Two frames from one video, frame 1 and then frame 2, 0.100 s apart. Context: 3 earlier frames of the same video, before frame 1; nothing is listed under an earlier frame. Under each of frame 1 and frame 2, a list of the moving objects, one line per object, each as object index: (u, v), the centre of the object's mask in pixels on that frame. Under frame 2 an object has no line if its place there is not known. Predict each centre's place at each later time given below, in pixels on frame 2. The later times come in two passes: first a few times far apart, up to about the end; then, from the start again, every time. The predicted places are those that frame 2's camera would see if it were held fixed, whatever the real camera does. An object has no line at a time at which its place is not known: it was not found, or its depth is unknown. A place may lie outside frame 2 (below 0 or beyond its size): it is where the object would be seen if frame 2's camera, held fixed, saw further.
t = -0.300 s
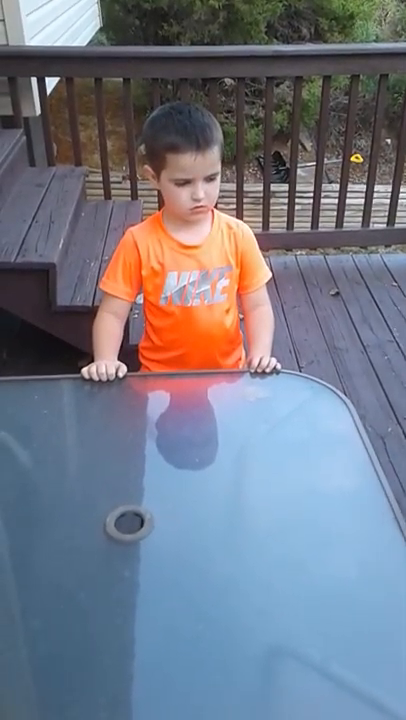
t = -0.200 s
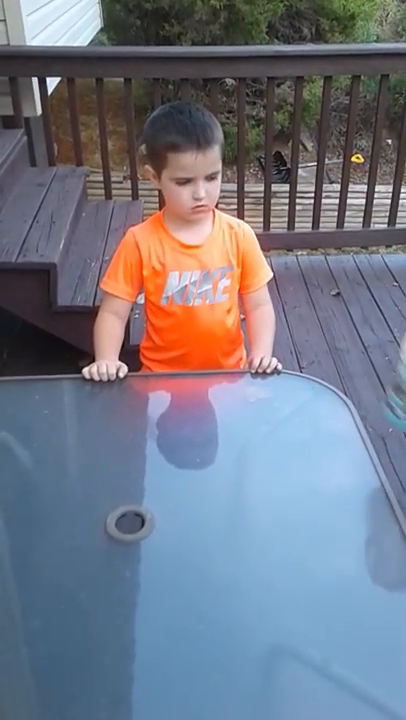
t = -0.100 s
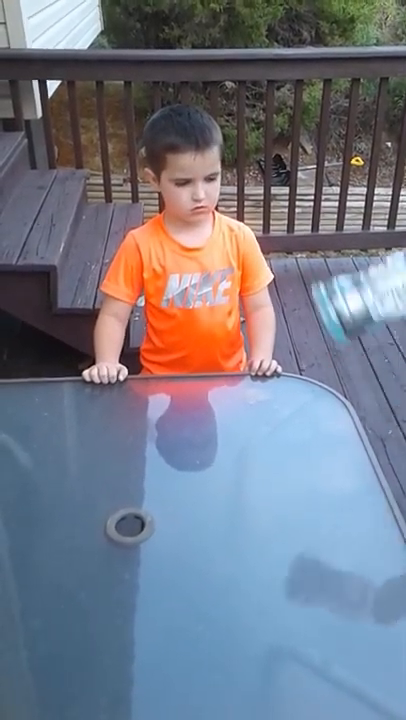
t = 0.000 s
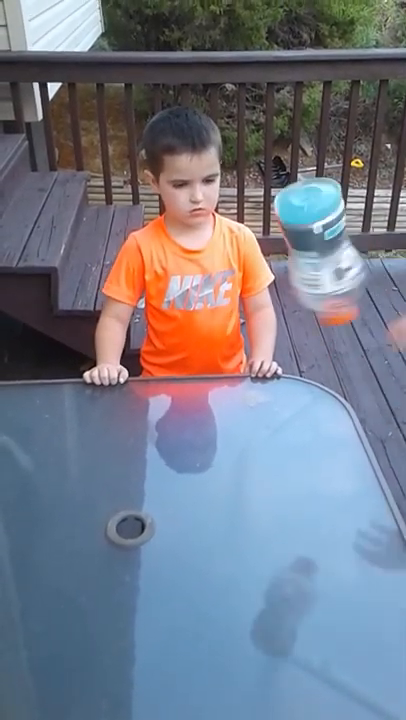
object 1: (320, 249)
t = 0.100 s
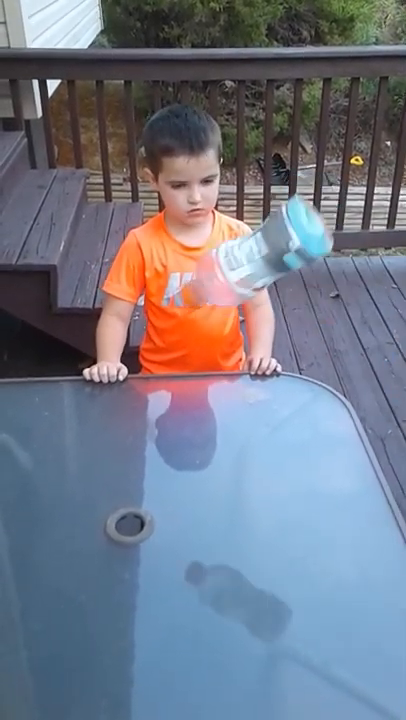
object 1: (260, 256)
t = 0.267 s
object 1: (214, 393)
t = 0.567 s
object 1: (165, 437)
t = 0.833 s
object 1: (160, 427)
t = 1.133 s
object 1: (154, 418)
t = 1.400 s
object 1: (150, 413)
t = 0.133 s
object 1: (244, 272)
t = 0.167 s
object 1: (233, 294)
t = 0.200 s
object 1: (227, 321)
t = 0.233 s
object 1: (220, 354)
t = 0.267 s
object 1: (214, 393)
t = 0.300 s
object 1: (207, 411)
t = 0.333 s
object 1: (198, 412)
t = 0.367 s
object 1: (192, 415)
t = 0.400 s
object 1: (185, 421)
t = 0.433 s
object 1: (177, 433)
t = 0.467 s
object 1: (171, 443)
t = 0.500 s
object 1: (168, 440)
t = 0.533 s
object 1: (167, 439)
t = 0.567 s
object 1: (165, 437)
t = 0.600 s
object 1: (165, 435)
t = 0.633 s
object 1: (164, 434)
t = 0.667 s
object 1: (162, 433)
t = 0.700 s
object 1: (162, 431)
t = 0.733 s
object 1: (162, 430)
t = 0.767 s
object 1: (162, 429)
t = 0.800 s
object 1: (160, 428)
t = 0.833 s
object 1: (160, 427)
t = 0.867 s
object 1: (159, 426)
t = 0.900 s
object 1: (158, 424)
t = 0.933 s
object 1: (158, 424)
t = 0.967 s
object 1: (157, 423)
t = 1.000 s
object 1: (157, 422)
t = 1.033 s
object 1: (156, 421)
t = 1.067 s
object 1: (156, 420)
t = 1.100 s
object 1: (154, 420)
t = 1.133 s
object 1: (154, 418)
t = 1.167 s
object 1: (153, 417)
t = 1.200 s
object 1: (153, 417)
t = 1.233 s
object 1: (153, 416)
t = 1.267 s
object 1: (150, 415)
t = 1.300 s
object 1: (146, 415)
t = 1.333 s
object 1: (149, 414)
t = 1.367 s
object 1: (150, 413)
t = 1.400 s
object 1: (150, 413)
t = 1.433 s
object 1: (150, 413)
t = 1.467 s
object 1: (150, 412)
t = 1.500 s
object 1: (150, 412)
